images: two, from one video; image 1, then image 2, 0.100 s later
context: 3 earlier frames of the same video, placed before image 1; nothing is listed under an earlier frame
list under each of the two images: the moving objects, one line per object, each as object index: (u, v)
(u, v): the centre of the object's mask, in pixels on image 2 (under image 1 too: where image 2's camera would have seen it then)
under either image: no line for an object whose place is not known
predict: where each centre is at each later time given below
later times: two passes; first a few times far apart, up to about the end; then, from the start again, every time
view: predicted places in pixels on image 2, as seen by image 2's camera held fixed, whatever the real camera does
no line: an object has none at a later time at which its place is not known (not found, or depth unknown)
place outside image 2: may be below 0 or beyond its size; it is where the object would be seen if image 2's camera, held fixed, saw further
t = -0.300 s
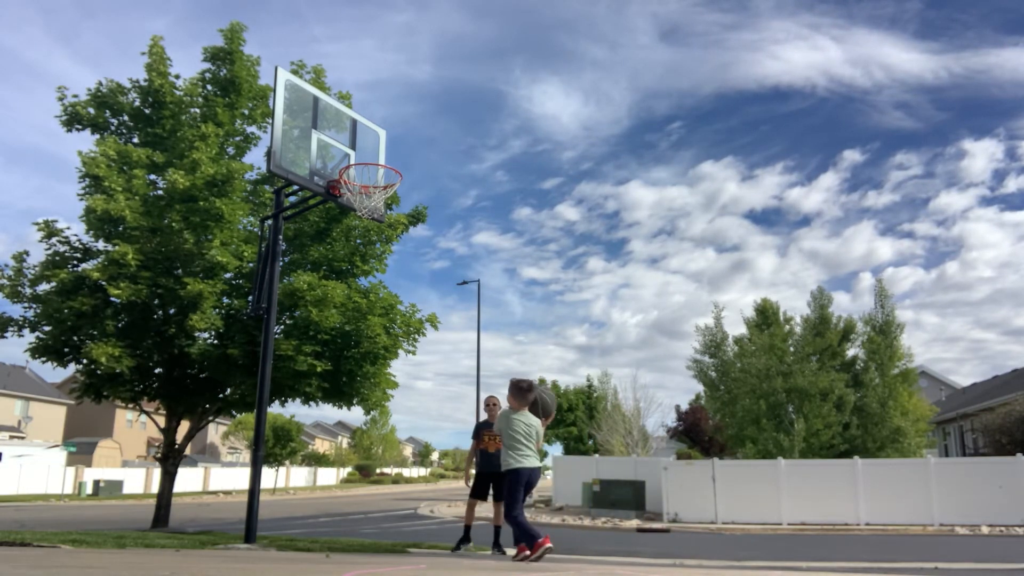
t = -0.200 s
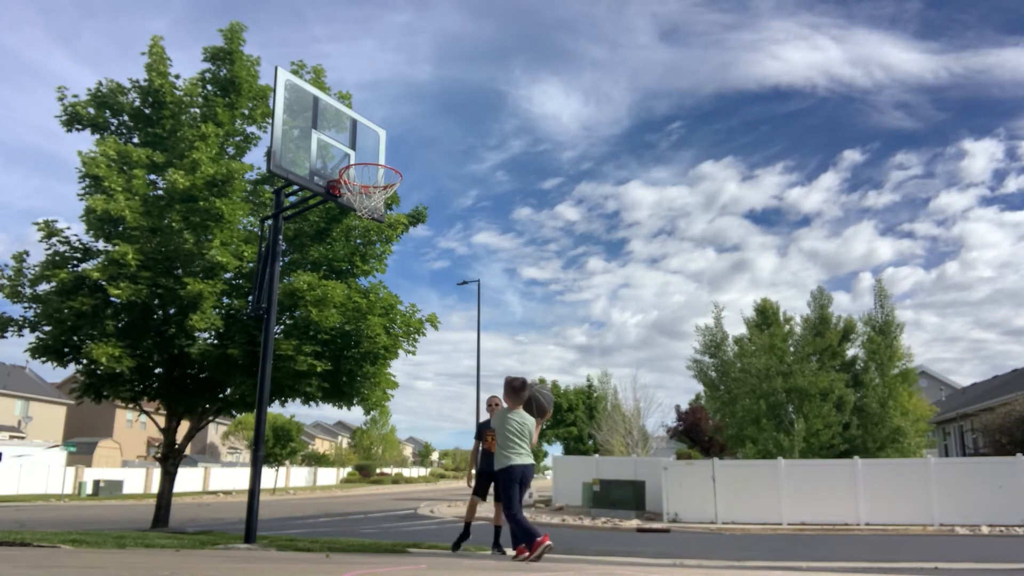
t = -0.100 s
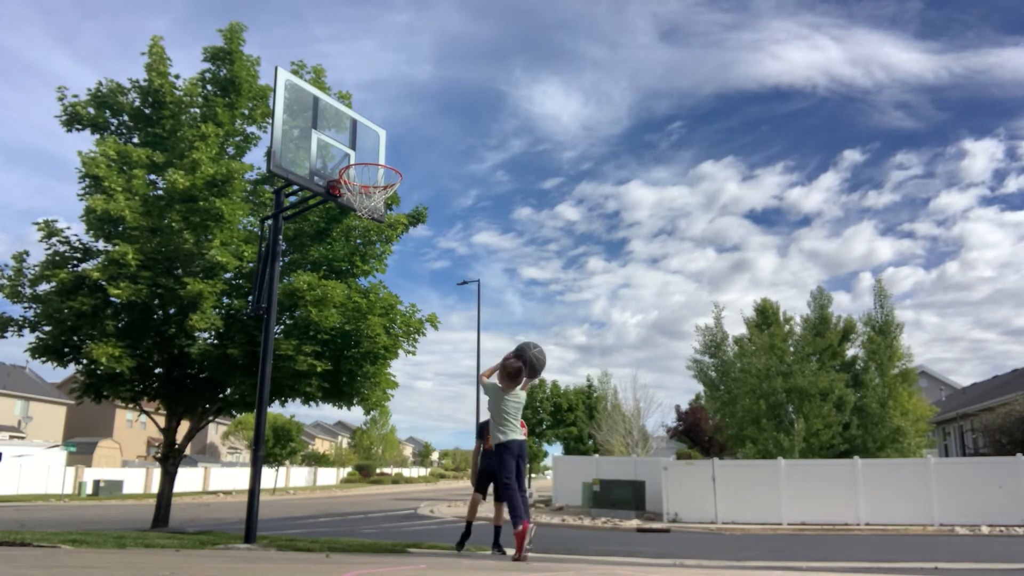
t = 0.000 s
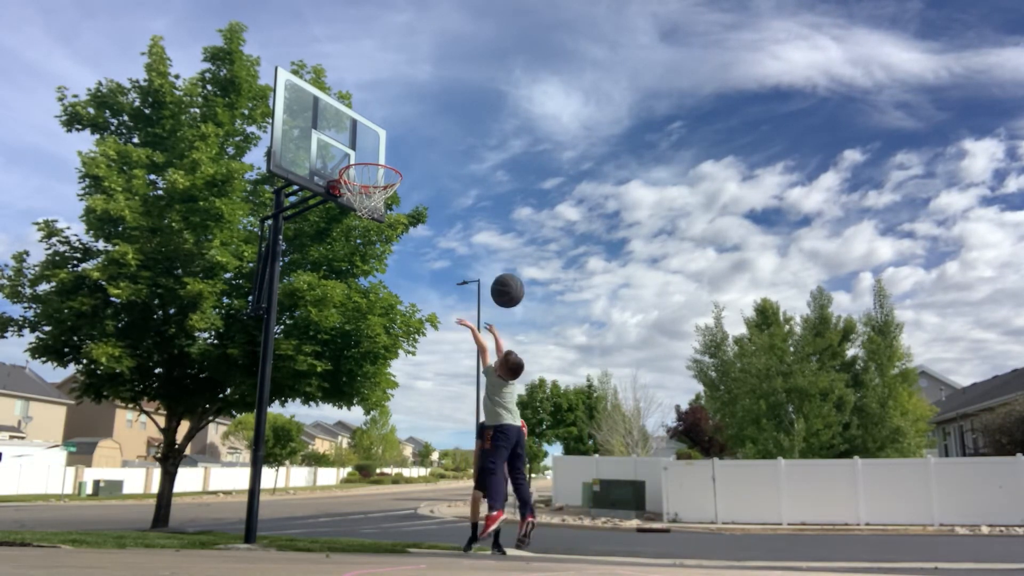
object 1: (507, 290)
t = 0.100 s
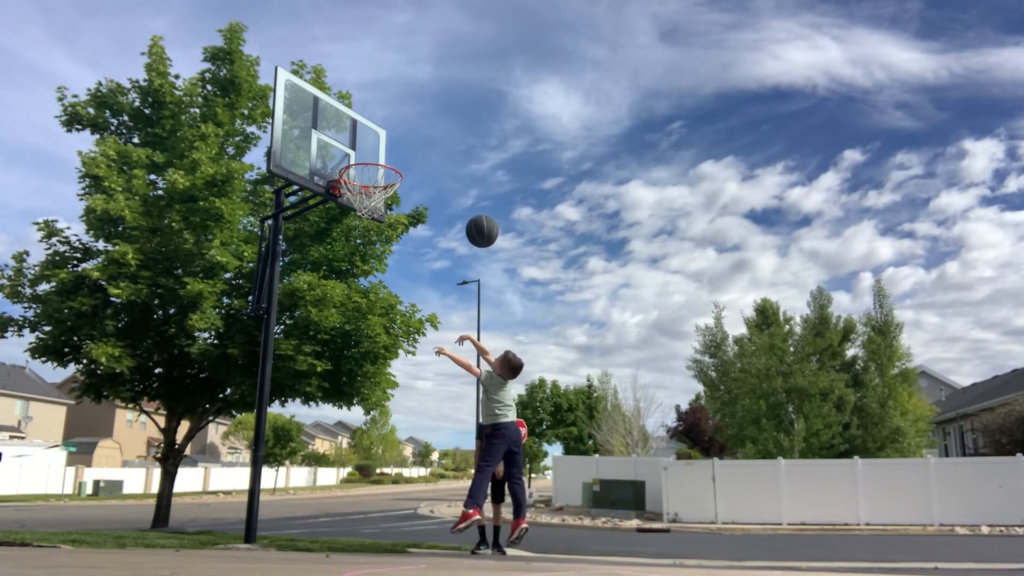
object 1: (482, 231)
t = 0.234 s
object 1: (450, 178)
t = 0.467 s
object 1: (397, 144)
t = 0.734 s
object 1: (359, 166)
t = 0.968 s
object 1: (398, 162)
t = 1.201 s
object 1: (436, 176)
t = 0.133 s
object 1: (474, 215)
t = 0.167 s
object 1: (466, 201)
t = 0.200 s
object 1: (458, 189)
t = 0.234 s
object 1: (450, 178)
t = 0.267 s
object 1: (443, 169)
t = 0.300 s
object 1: (435, 162)
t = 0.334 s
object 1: (428, 155)
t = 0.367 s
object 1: (420, 151)
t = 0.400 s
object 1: (412, 147)
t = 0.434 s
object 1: (405, 145)
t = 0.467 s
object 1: (397, 144)
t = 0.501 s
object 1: (390, 144)
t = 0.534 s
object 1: (382, 146)
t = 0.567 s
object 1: (375, 148)
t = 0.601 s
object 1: (368, 151)
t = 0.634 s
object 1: (360, 154)
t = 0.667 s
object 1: (354, 164)
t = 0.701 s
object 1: (355, 169)
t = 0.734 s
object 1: (359, 166)
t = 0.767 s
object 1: (365, 162)
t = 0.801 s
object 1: (370, 159)
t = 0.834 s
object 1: (375, 157)
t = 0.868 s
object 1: (381, 154)
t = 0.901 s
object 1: (387, 155)
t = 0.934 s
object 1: (393, 157)
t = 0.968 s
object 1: (398, 162)
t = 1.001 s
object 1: (404, 162)
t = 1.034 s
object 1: (409, 163)
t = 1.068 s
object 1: (414, 163)
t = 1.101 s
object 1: (420, 164)
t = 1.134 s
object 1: (426, 167)
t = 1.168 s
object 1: (431, 171)
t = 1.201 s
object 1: (436, 176)
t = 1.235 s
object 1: (442, 182)
